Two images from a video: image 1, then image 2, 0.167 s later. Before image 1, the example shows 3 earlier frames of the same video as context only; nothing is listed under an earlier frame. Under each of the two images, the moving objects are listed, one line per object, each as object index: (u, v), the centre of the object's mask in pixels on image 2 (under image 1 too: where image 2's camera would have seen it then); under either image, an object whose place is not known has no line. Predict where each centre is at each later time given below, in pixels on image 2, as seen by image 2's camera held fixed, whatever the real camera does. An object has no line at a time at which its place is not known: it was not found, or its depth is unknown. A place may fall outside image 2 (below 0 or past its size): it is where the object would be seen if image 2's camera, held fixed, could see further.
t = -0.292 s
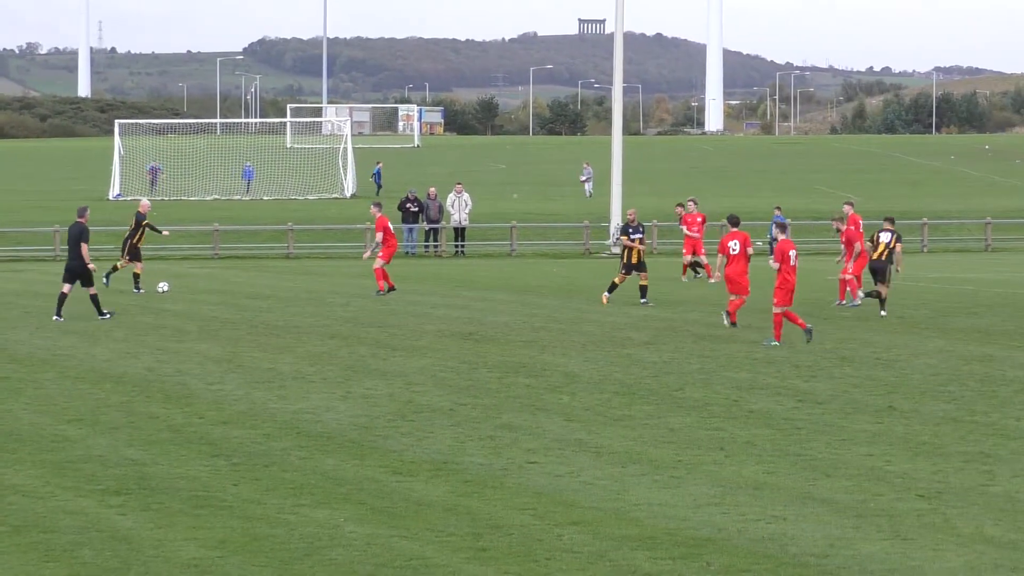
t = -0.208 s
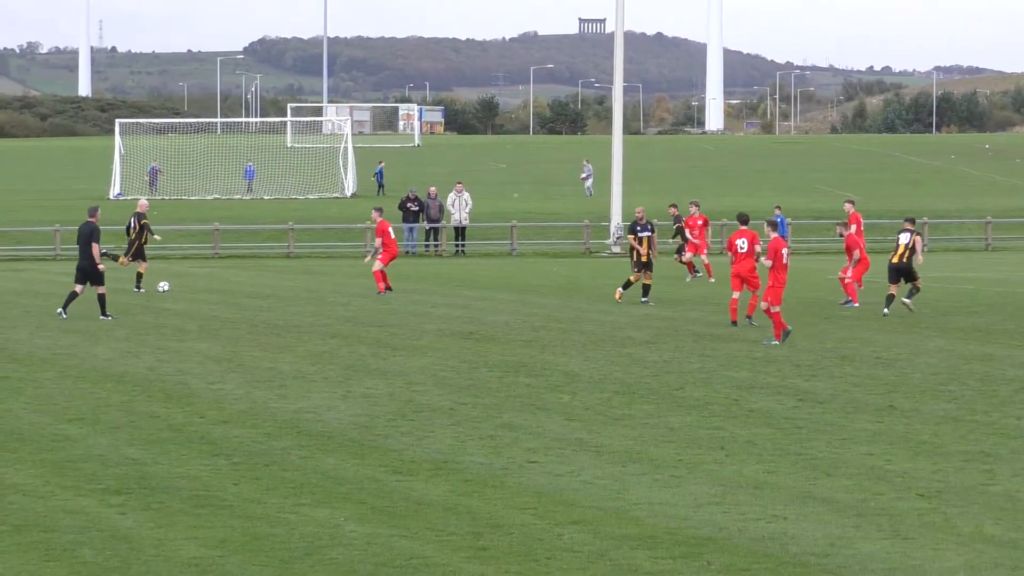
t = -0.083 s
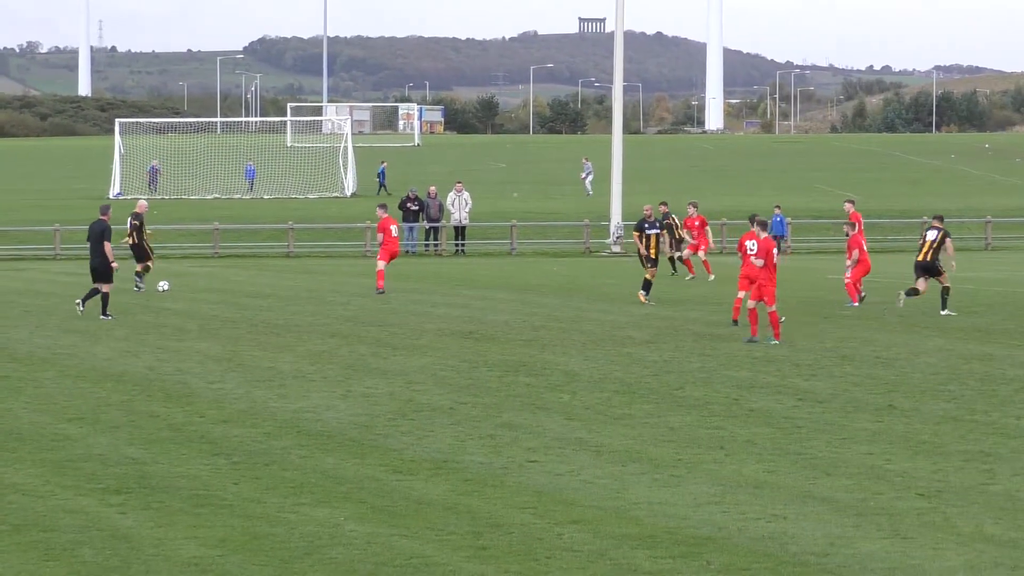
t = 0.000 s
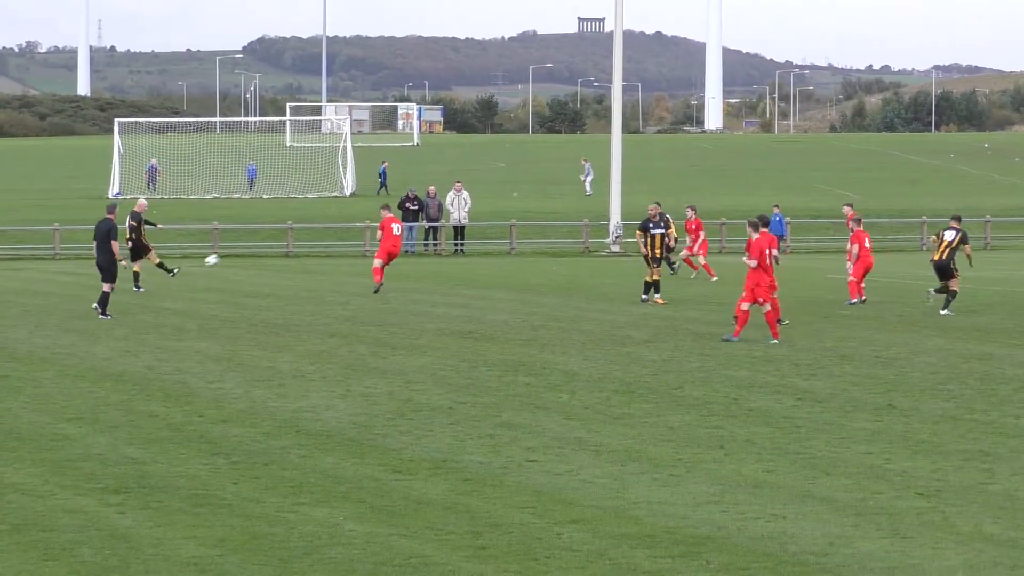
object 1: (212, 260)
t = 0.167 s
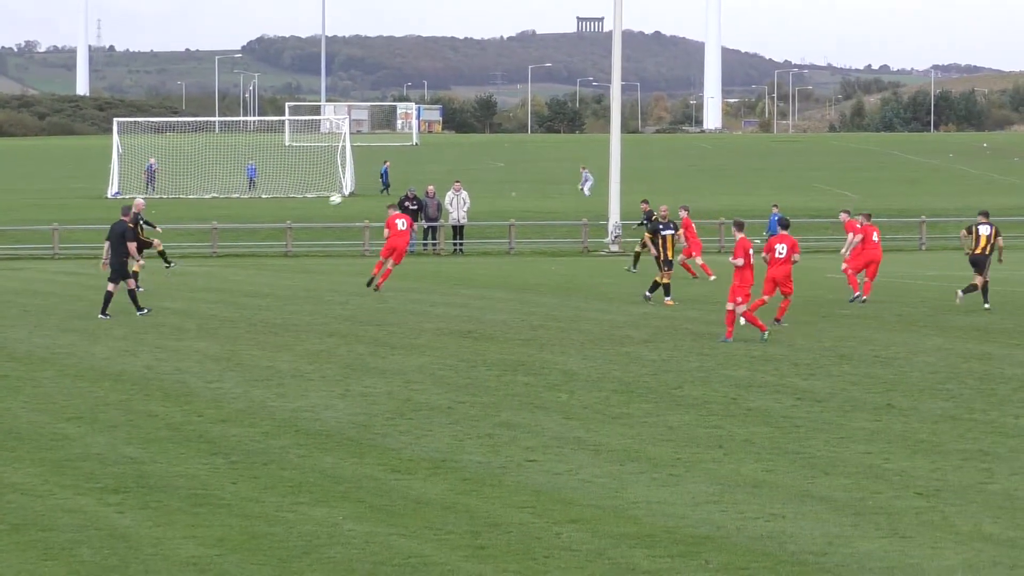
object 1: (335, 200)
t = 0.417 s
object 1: (523, 125)
